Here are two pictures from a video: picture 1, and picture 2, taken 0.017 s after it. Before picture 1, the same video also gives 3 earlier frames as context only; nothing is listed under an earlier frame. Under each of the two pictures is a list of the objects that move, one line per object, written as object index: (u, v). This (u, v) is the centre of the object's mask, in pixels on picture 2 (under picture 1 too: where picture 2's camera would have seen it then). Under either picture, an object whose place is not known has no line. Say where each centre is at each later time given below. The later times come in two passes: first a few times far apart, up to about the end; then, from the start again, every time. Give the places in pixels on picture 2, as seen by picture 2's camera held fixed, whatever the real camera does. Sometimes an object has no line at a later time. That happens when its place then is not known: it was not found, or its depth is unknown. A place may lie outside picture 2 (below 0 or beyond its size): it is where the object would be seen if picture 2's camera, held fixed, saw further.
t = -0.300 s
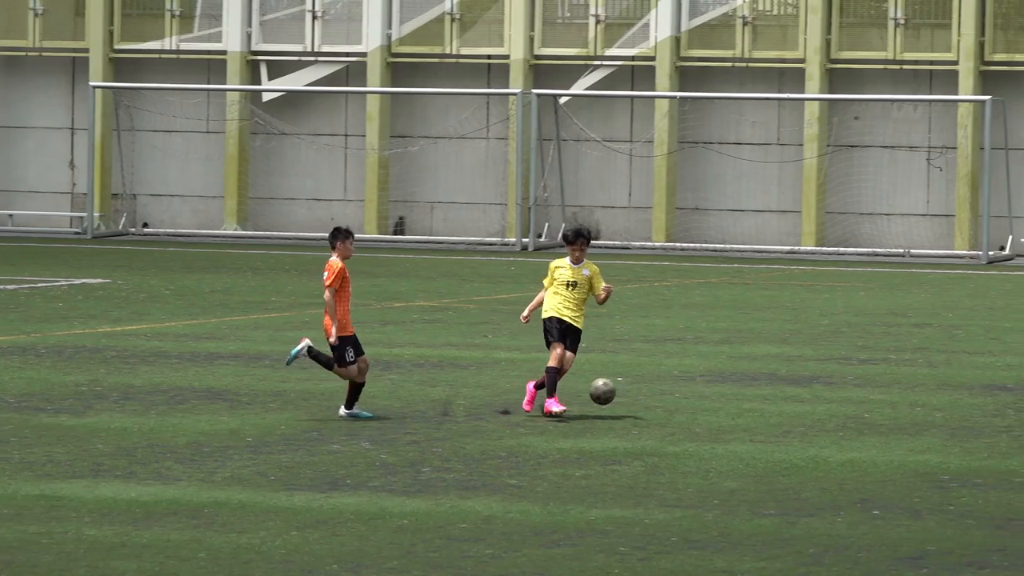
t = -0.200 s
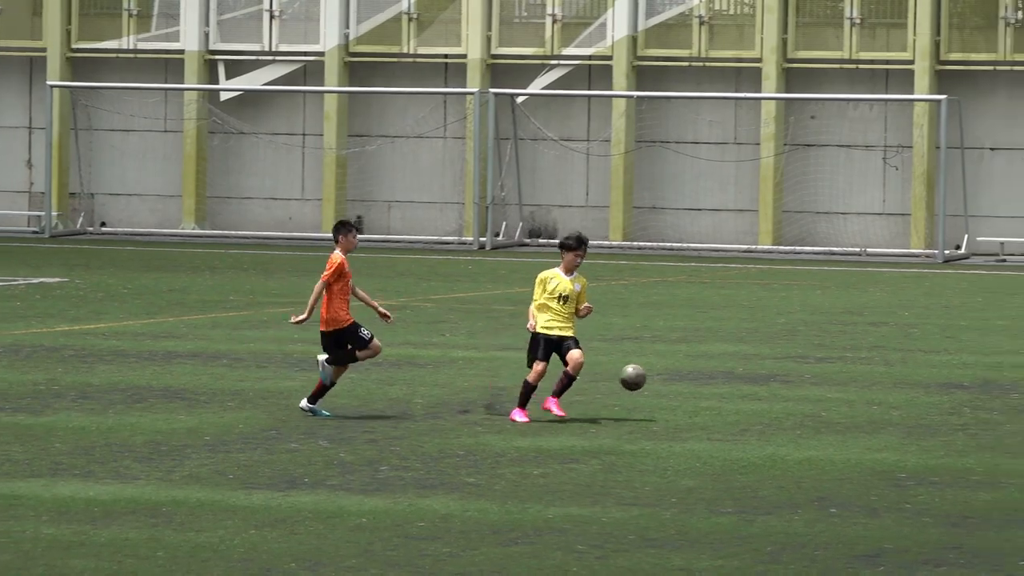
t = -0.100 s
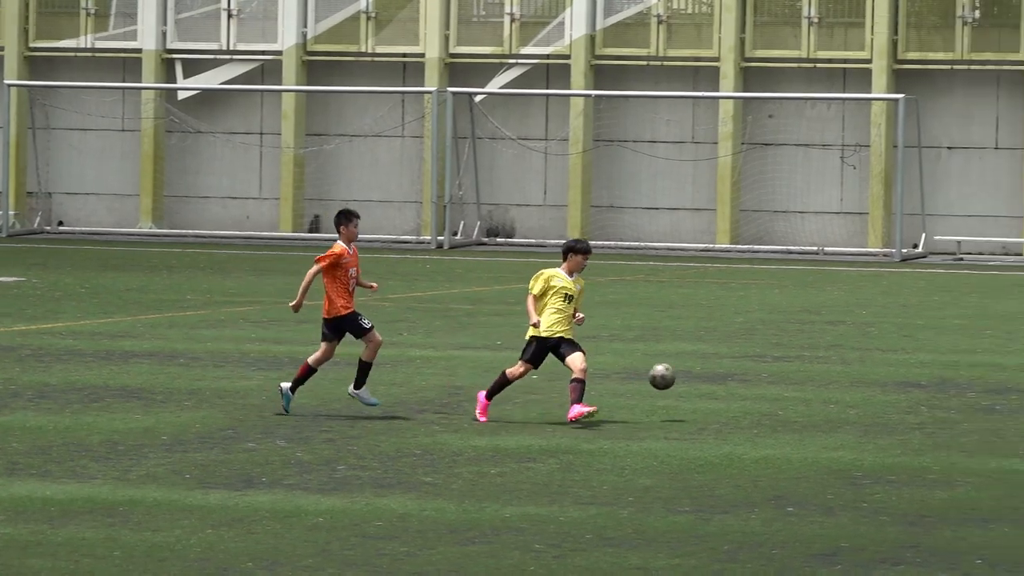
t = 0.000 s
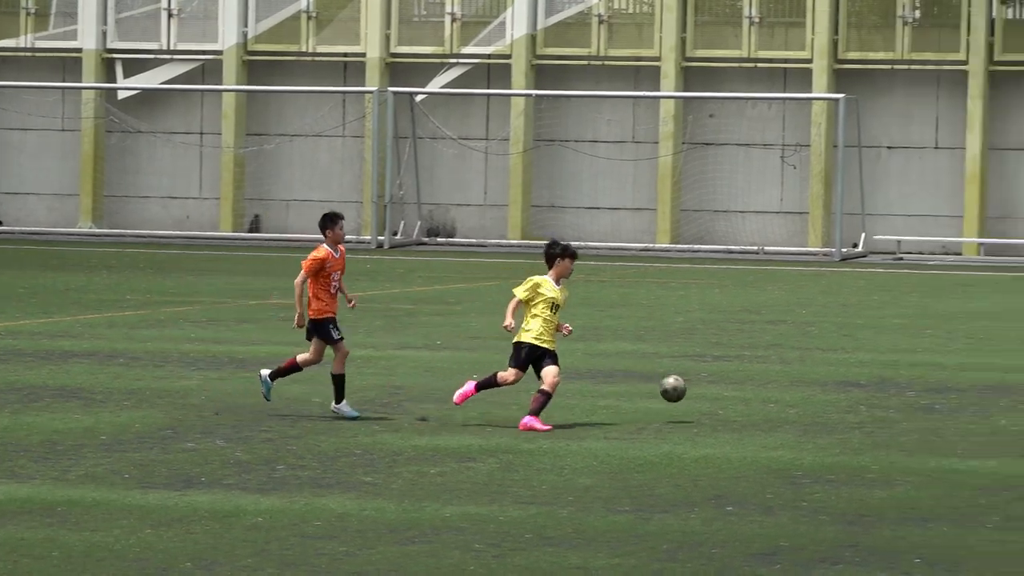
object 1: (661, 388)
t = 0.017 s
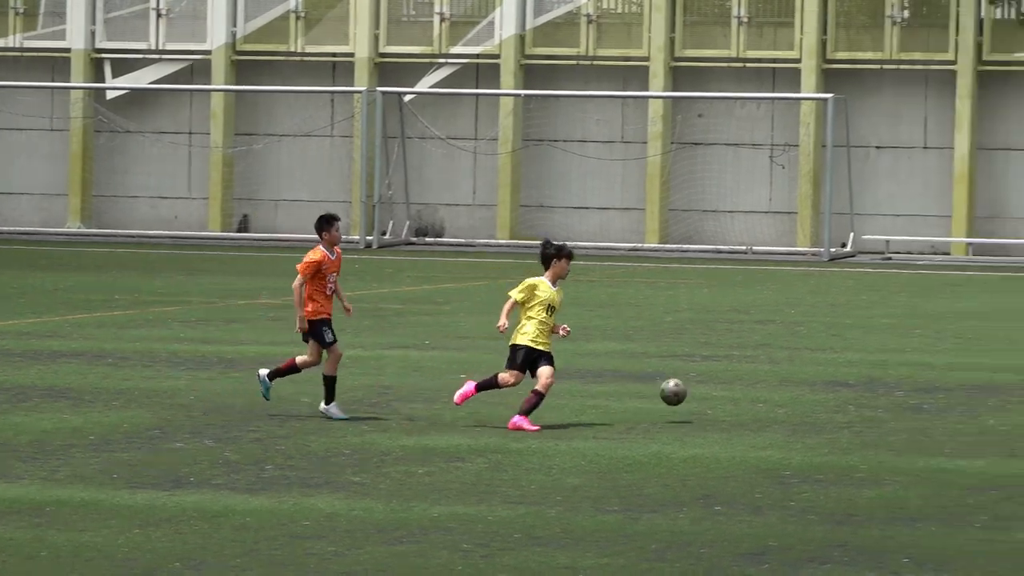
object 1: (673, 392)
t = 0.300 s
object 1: (876, 392)
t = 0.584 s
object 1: (1072, 409)
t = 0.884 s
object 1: (1288, 422)
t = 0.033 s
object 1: (685, 395)
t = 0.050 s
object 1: (697, 399)
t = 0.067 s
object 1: (709, 404)
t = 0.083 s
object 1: (721, 409)
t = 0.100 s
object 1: (733, 411)
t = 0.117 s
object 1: (745, 407)
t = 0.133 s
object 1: (757, 404)
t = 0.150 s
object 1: (769, 402)
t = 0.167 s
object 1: (782, 399)
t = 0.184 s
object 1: (793, 397)
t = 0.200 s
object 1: (805, 395)
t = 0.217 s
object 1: (816, 394)
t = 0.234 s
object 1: (828, 393)
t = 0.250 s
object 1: (840, 392)
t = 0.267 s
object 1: (852, 392)
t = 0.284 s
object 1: (864, 391)
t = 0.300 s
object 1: (876, 392)
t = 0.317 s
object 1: (887, 392)
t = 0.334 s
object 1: (898, 394)
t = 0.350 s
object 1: (909, 395)
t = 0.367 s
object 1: (921, 397)
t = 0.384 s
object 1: (932, 399)
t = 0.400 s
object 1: (944, 401)
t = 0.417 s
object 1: (955, 404)
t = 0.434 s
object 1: (966, 407)
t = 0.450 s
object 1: (978, 411)
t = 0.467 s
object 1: (989, 415)
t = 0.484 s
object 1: (999, 419)
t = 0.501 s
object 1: (1011, 418)
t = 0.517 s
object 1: (1023, 415)
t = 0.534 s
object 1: (1035, 413)
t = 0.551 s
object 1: (1047, 411)
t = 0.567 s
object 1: (1059, 410)
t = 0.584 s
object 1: (1072, 409)
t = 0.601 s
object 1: (1083, 409)
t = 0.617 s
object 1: (1096, 409)
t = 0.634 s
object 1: (1108, 409)
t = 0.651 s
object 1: (1119, 409)
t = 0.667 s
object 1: (1131, 411)
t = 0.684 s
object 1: (1143, 412)
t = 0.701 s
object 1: (1155, 414)
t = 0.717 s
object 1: (1167, 416)
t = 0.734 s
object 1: (1179, 419)
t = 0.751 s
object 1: (1192, 421)
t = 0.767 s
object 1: (1204, 424)
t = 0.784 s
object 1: (1216, 423)
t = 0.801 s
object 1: (1228, 422)
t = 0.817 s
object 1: (1240, 421)
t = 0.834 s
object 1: (1252, 421)
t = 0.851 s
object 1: (1264, 421)
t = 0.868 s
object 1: (1276, 421)
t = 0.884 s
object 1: (1288, 422)
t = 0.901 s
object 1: (1300, 423)
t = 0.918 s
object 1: (1312, 425)
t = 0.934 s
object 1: (1324, 427)
